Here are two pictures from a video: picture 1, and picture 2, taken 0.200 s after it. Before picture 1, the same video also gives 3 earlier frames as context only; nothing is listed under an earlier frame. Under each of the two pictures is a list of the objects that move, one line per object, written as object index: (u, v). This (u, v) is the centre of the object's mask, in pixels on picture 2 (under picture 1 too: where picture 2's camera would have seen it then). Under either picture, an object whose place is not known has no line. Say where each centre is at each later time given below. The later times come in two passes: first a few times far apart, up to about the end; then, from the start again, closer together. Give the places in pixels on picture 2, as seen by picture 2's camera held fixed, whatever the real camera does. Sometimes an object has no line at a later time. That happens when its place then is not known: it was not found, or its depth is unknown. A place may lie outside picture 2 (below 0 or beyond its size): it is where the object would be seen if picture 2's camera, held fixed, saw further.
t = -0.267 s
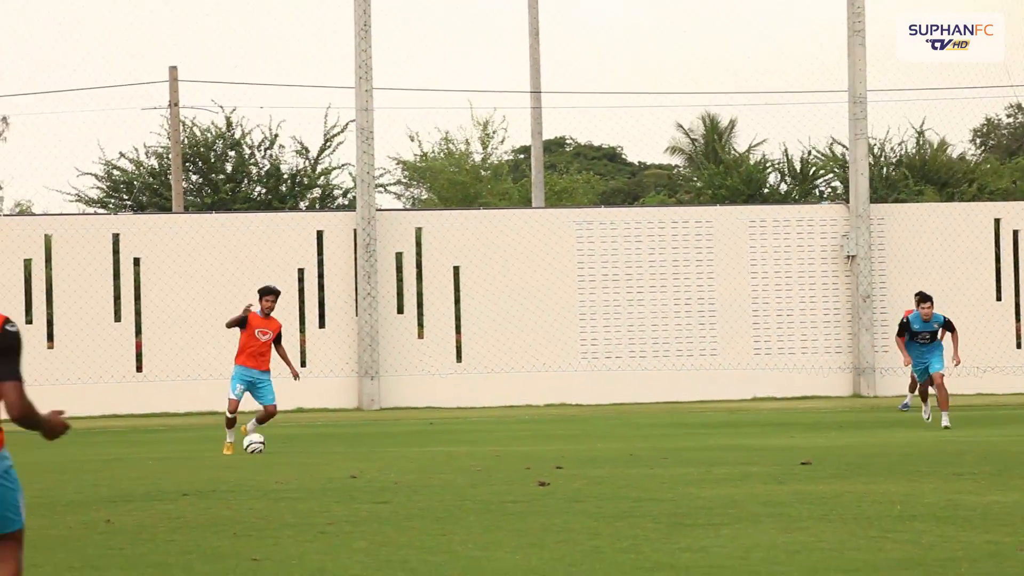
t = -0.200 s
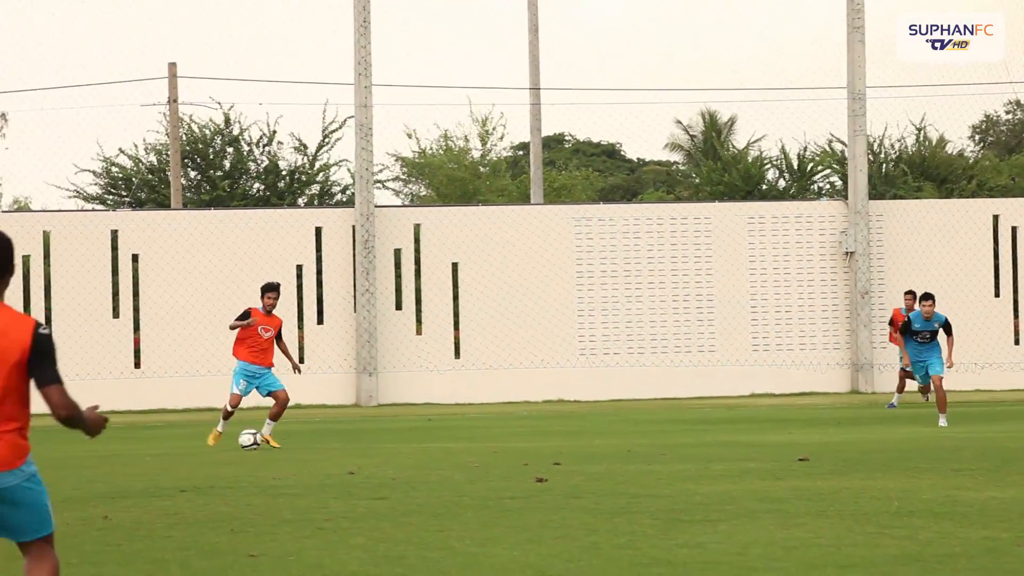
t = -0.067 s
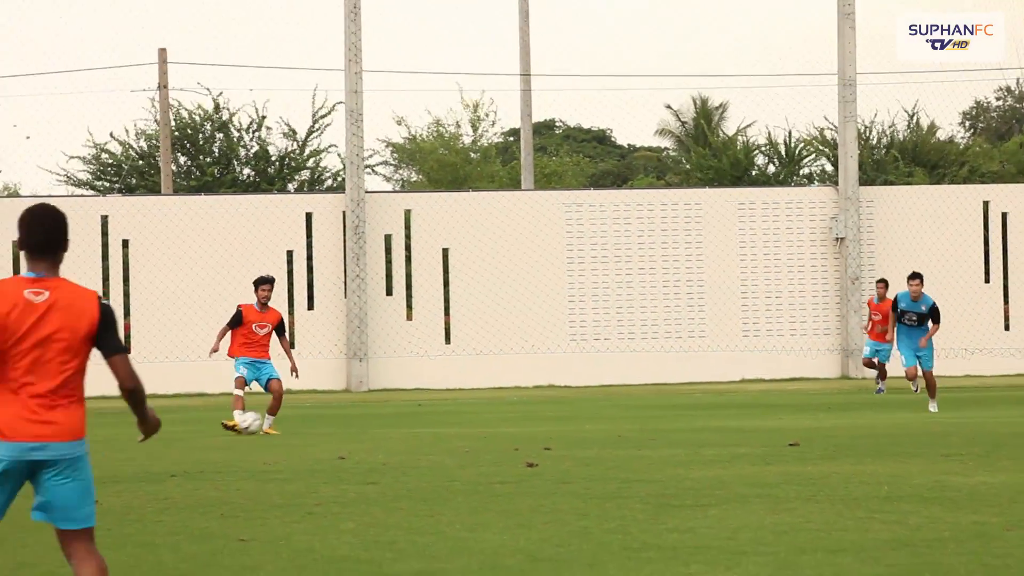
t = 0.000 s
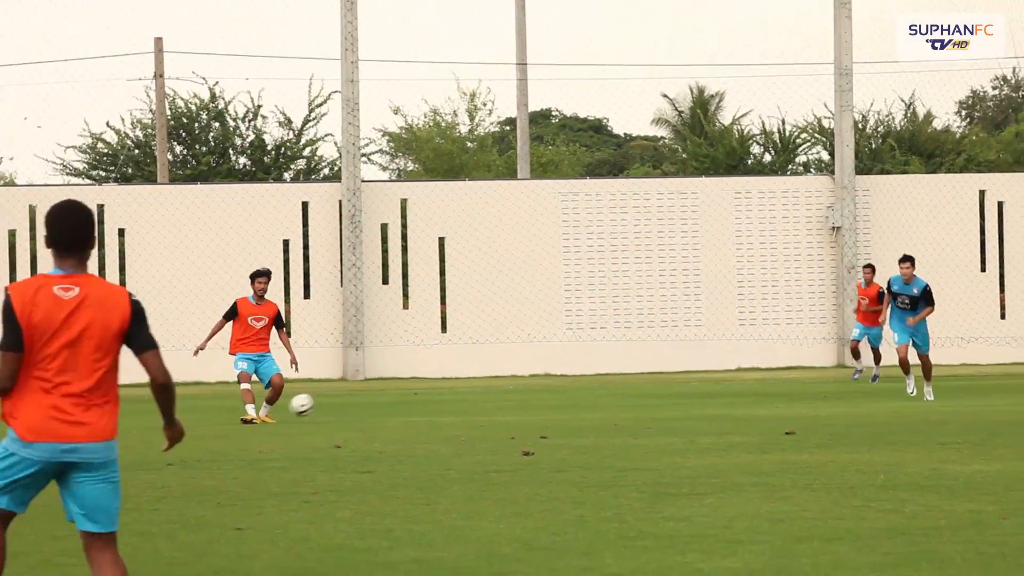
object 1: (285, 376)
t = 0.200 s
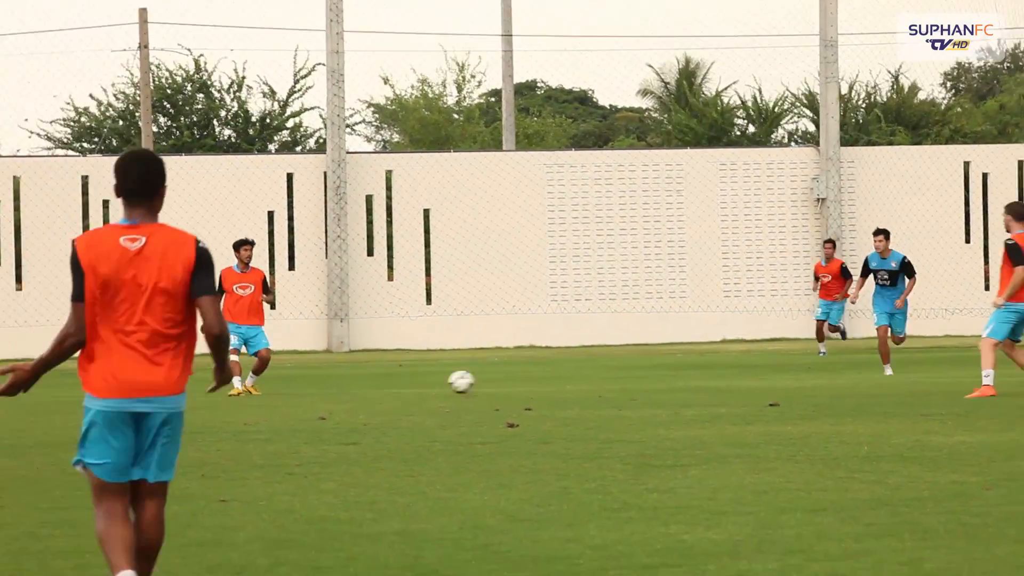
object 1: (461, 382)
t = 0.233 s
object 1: (492, 387)
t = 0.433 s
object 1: (627, 369)
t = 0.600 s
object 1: (739, 386)
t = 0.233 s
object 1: (492, 387)
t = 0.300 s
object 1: (538, 379)
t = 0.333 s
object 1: (560, 374)
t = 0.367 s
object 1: (582, 372)
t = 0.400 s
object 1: (604, 370)
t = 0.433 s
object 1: (627, 369)
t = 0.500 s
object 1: (671, 372)
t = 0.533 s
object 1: (694, 376)
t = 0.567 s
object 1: (716, 381)
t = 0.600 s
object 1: (739, 386)
